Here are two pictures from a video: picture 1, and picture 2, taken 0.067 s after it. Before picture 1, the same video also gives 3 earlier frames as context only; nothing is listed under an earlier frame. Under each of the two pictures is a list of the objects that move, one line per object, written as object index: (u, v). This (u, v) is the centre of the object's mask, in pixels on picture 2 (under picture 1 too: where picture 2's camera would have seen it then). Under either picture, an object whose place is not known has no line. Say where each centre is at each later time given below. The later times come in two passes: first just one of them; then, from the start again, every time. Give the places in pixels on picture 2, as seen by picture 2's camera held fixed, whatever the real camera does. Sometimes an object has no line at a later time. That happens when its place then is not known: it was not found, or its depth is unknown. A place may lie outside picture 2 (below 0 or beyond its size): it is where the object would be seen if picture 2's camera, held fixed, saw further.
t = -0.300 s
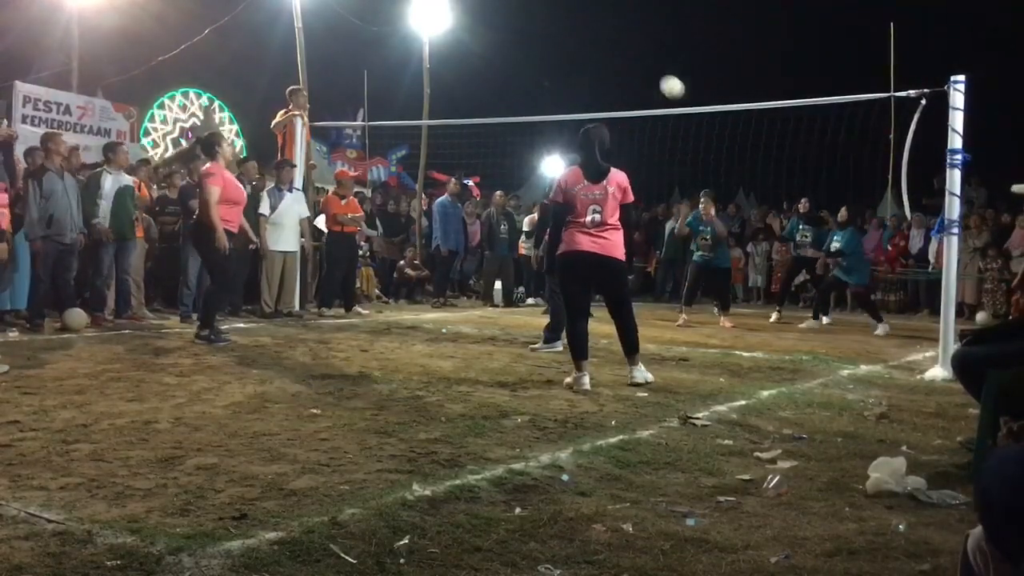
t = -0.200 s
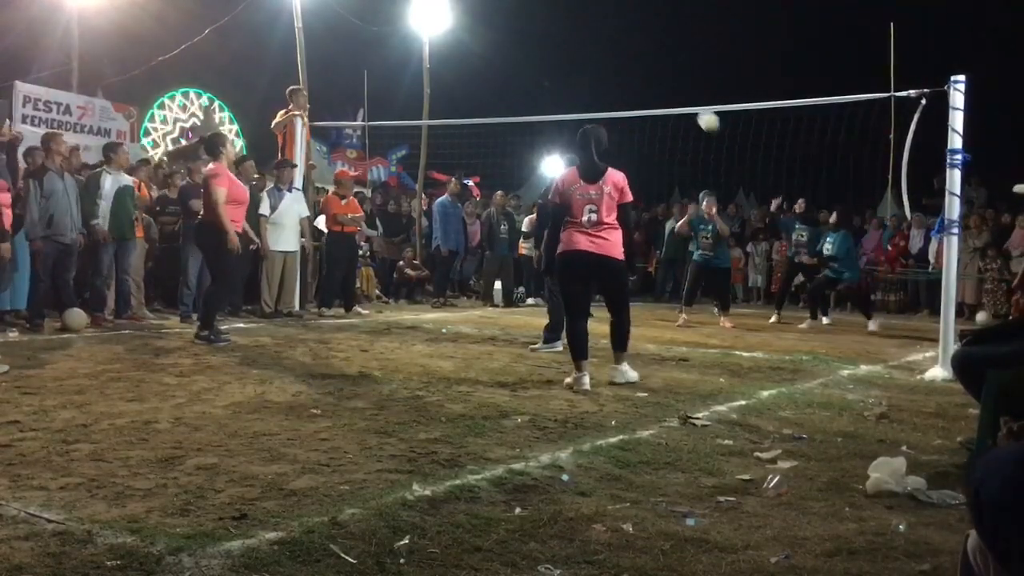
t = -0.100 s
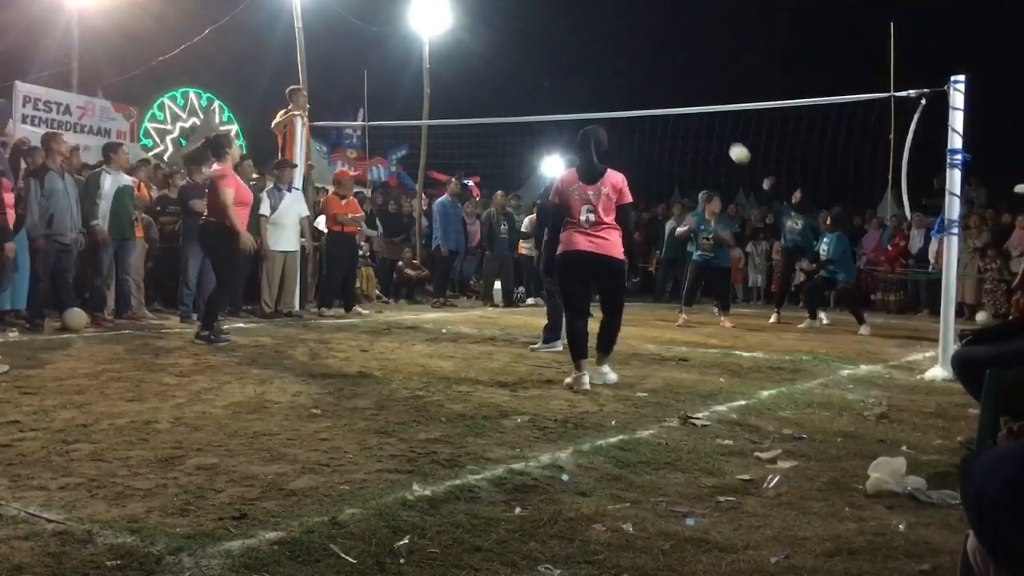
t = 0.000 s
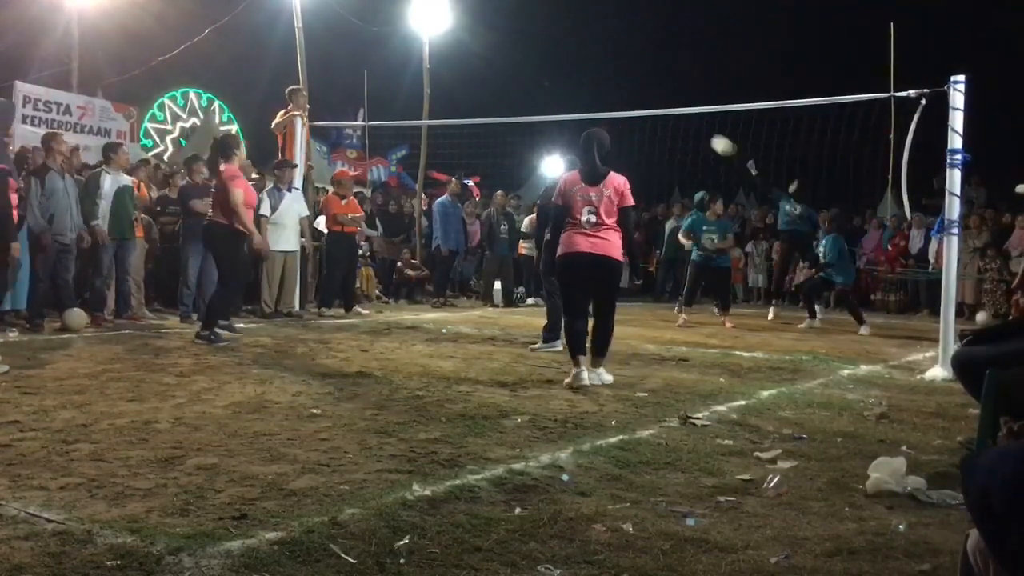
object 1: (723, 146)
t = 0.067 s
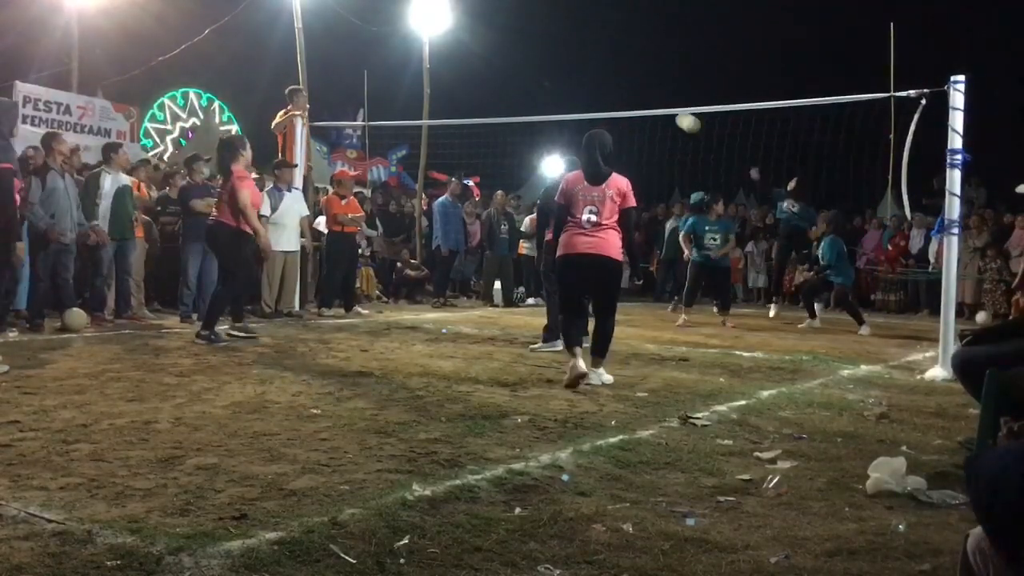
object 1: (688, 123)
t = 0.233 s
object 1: (603, 82)
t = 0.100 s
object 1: (670, 113)
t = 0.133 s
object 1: (652, 102)
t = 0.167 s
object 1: (636, 95)
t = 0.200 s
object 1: (620, 88)
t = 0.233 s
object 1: (603, 82)
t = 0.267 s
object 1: (587, 77)
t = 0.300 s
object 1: (571, 73)
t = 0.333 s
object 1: (554, 69)
